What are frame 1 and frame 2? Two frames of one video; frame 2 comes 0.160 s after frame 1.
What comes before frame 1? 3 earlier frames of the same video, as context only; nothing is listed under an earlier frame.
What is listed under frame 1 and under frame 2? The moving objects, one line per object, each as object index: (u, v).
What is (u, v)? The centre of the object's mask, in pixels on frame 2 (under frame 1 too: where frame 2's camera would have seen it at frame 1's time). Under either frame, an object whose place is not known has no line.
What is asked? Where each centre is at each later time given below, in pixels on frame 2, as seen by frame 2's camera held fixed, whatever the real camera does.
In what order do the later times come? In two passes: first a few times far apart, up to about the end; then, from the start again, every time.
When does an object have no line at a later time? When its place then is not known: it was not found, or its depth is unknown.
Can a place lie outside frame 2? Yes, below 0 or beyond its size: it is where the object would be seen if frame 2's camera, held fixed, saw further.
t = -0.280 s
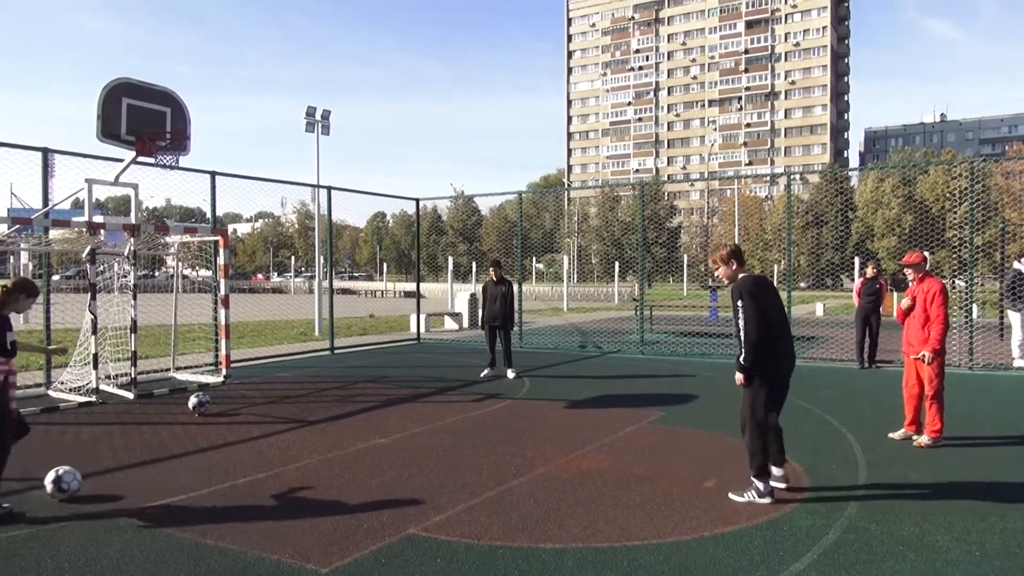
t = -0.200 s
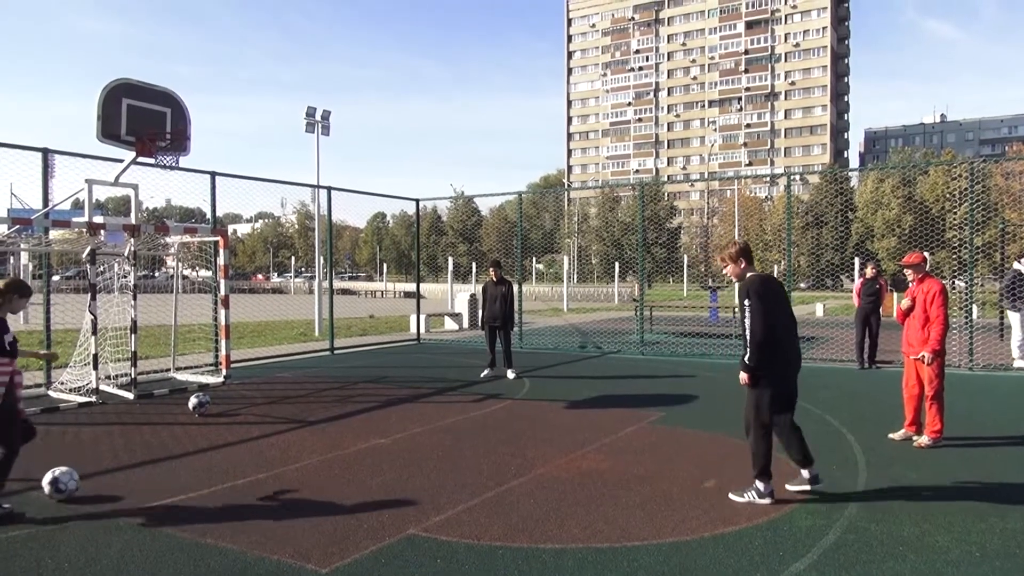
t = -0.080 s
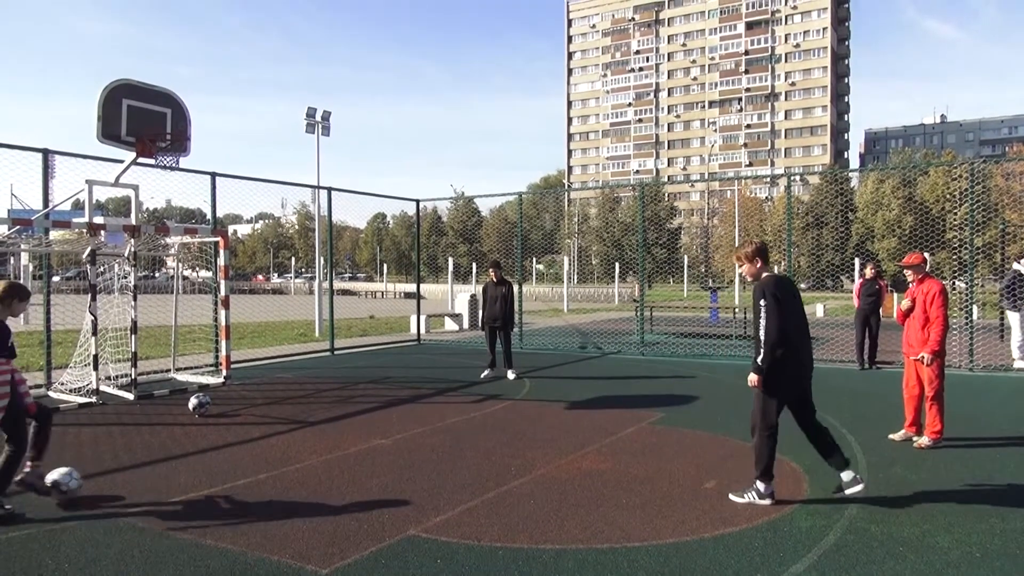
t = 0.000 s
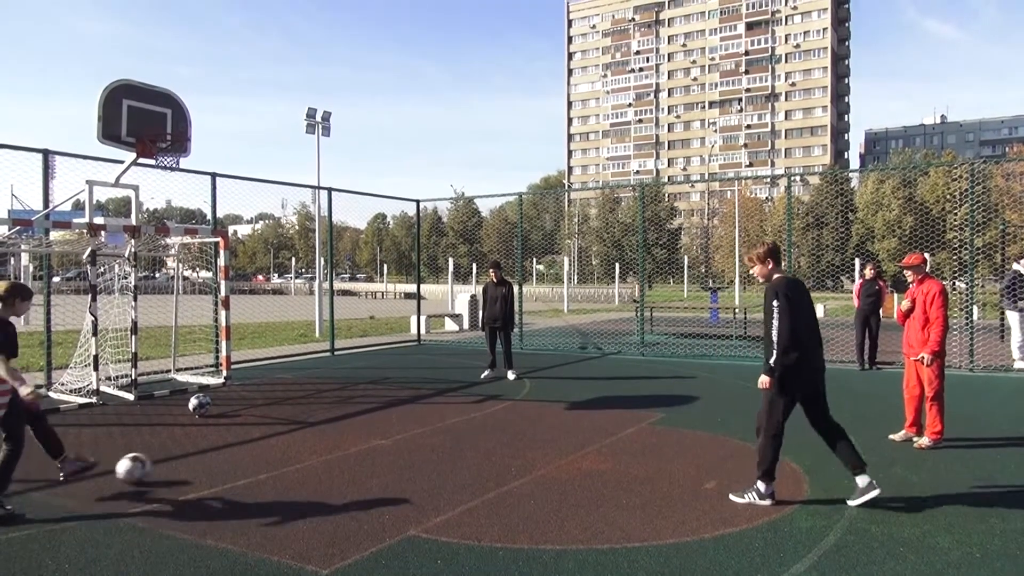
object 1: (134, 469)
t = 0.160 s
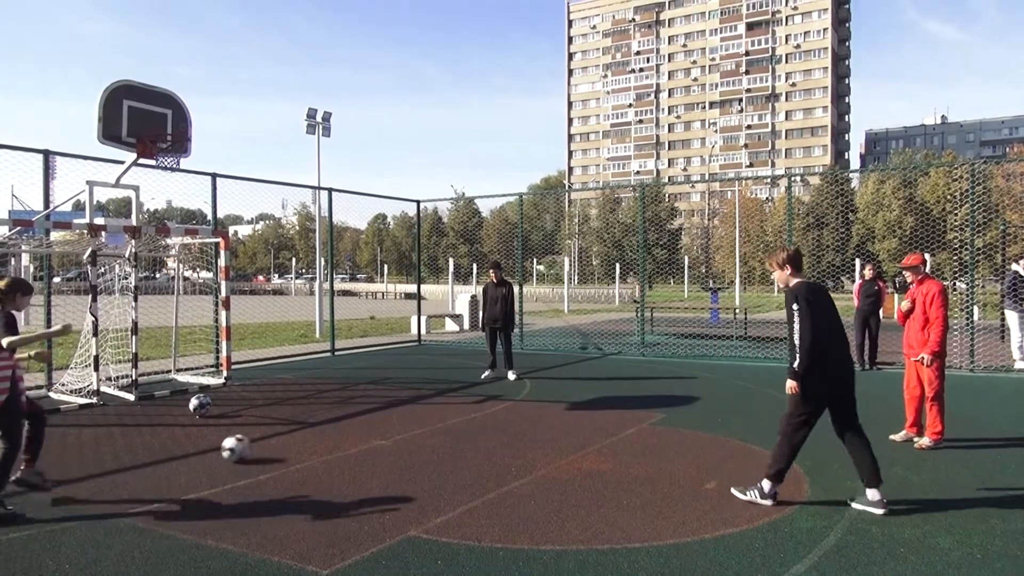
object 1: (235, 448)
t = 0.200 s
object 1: (255, 444)
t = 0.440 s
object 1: (334, 426)
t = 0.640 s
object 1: (378, 417)
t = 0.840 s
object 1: (415, 408)
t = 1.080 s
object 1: (455, 400)
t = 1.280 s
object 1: (484, 394)
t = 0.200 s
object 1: (255, 444)
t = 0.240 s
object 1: (271, 440)
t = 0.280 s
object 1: (287, 438)
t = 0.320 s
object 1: (301, 435)
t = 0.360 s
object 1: (312, 431)
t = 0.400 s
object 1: (323, 428)
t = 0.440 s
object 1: (334, 426)
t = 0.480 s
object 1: (342, 424)
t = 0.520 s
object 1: (352, 422)
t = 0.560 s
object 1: (361, 421)
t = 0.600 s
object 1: (368, 418)
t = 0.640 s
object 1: (378, 417)
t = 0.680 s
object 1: (385, 415)
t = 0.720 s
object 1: (393, 413)
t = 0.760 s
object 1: (401, 411)
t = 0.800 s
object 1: (407, 410)
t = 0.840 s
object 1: (415, 408)
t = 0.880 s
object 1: (423, 407)
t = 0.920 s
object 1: (429, 406)
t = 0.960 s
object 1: (435, 404)
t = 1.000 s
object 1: (442, 402)
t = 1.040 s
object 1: (449, 401)
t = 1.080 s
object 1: (455, 400)
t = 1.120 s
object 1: (461, 399)
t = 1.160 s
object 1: (467, 397)
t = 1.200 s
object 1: (473, 396)
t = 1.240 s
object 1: (479, 395)
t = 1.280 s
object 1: (484, 394)
